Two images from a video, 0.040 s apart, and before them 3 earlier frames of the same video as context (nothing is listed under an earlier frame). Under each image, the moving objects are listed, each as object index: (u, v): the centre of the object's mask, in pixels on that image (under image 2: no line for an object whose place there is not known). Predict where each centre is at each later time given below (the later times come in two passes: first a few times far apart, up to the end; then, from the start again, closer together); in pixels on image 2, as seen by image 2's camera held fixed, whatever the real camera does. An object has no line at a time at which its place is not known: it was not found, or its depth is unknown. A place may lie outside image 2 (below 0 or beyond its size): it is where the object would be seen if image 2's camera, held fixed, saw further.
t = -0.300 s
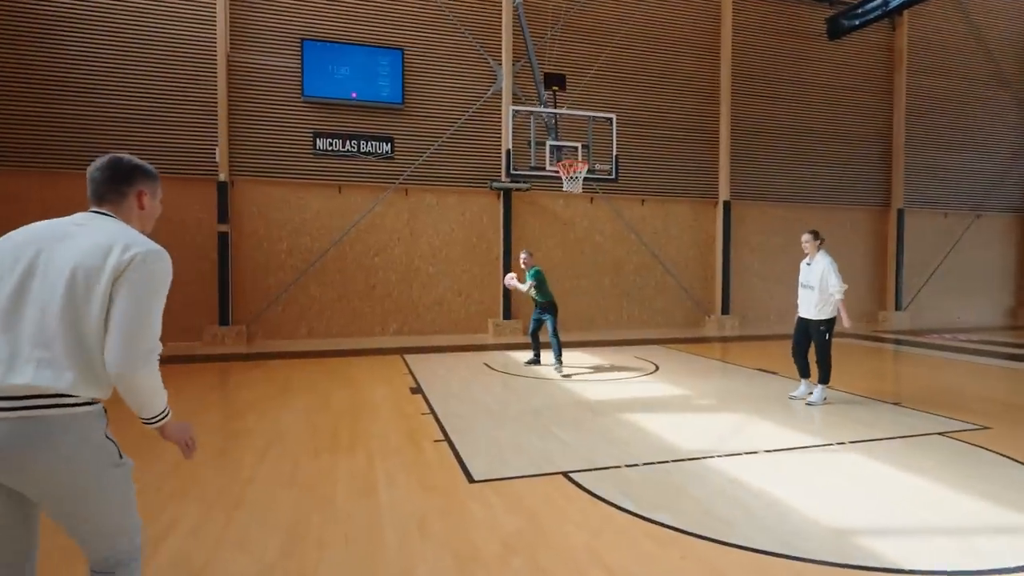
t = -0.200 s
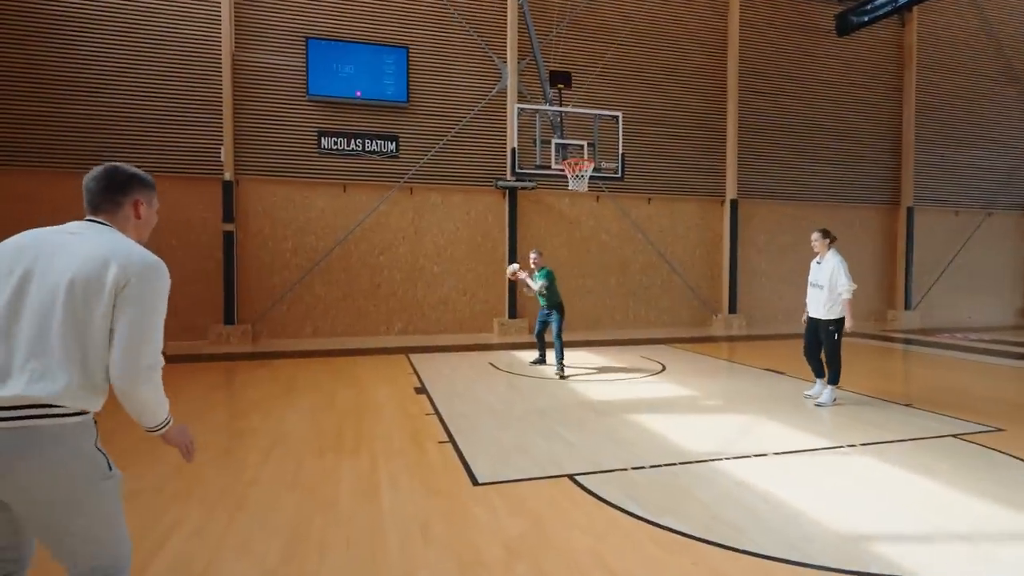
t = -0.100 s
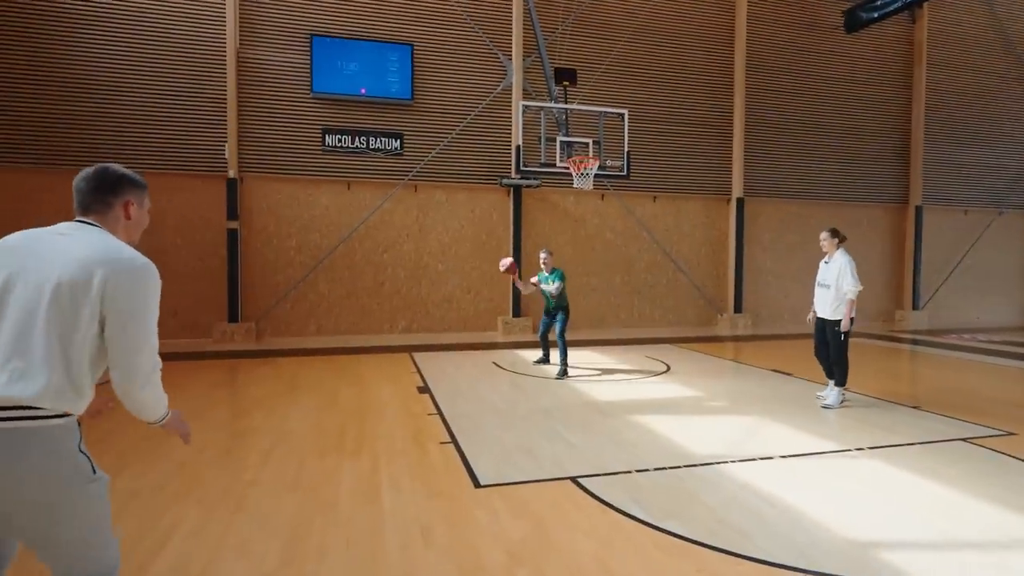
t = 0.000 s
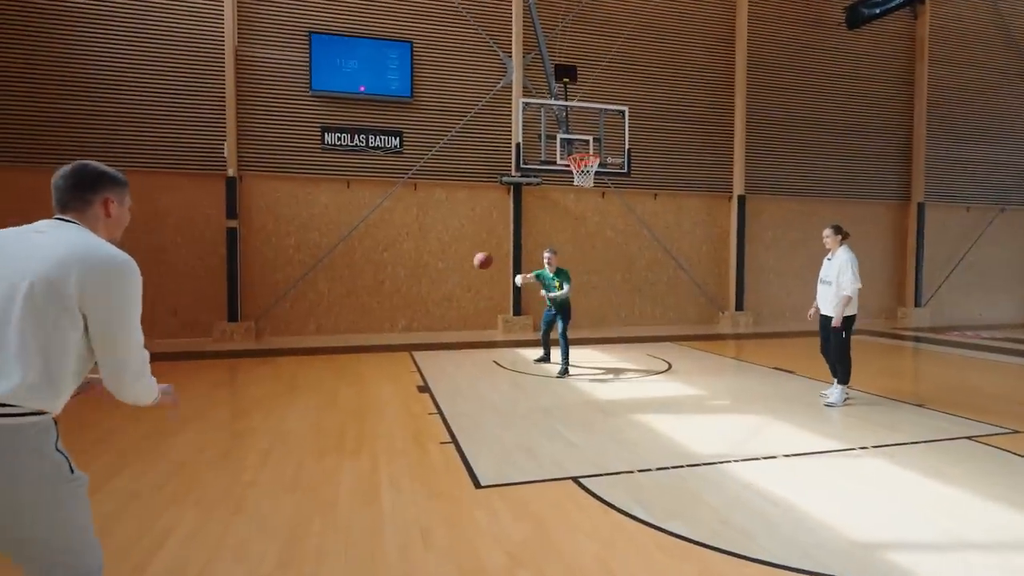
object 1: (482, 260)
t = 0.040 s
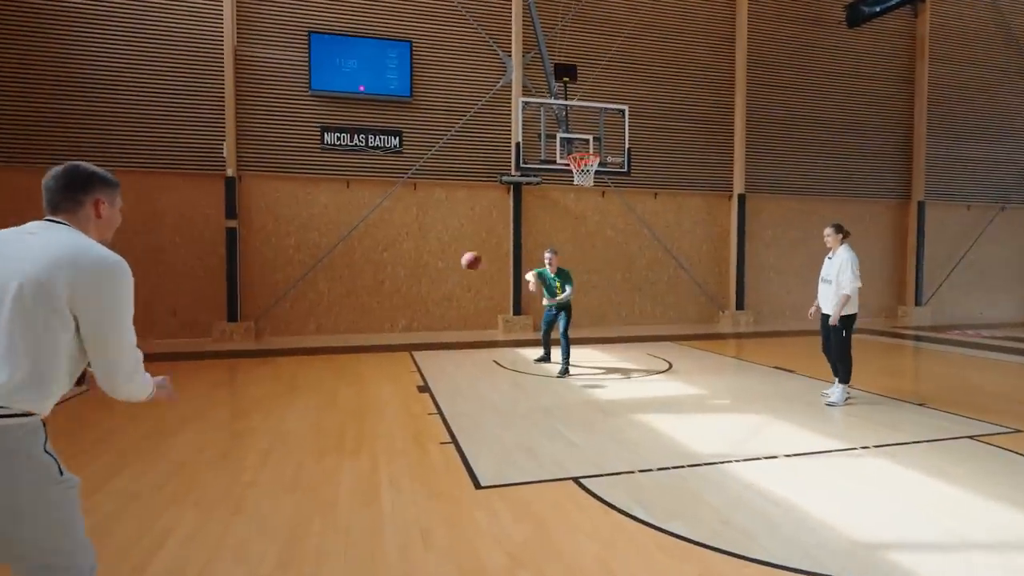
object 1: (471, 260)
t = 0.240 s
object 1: (389, 291)
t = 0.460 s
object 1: (211, 432)
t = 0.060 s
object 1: (465, 260)
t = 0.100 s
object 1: (451, 265)
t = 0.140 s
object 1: (435, 271)
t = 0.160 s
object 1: (426, 274)
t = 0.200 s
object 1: (408, 280)
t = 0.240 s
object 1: (389, 291)
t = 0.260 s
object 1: (378, 297)
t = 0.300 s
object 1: (353, 314)
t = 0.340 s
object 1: (324, 334)
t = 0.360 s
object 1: (309, 347)
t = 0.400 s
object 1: (274, 375)
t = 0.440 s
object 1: (234, 411)
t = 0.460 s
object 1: (211, 432)
